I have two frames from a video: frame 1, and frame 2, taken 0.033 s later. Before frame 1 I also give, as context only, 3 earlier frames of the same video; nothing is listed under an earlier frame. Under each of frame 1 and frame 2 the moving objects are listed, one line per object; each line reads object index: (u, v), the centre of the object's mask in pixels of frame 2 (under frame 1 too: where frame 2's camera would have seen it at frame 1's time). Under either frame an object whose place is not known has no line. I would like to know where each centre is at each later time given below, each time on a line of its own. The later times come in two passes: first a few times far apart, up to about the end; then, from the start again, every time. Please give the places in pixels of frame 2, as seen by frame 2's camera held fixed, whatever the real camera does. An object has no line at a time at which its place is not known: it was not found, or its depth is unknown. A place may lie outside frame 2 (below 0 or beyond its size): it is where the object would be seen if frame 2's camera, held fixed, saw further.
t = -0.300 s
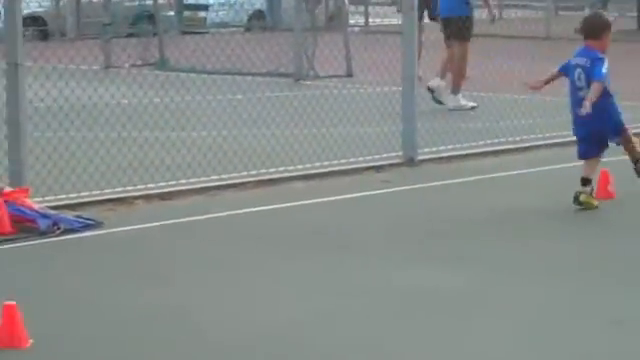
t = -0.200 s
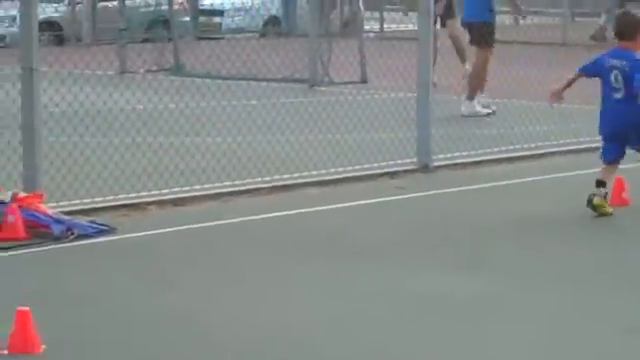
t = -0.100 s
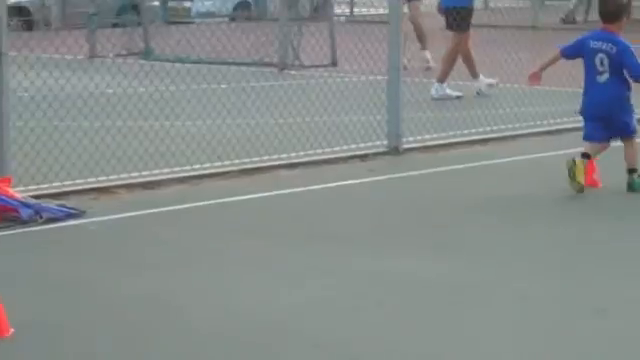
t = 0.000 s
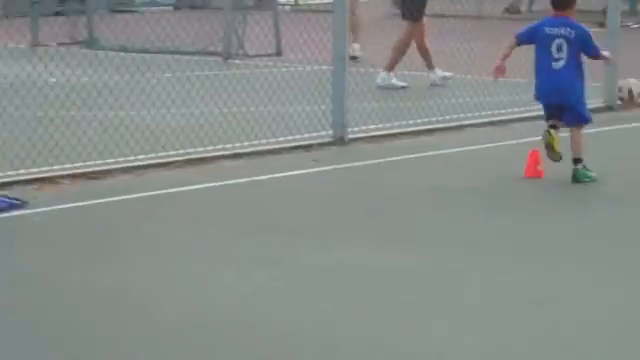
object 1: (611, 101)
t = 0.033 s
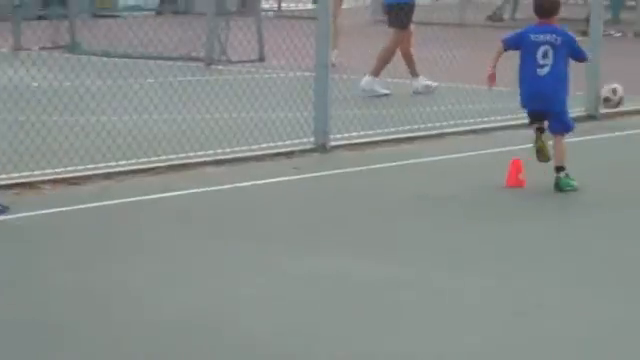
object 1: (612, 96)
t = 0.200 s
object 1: (656, 87)
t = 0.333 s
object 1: (703, 97)
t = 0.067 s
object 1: (615, 93)
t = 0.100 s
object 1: (620, 91)
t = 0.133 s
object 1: (632, 88)
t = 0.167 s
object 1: (643, 86)
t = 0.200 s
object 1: (656, 87)
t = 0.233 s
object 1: (668, 87)
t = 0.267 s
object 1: (679, 90)
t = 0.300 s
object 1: (691, 93)
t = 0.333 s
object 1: (703, 97)
